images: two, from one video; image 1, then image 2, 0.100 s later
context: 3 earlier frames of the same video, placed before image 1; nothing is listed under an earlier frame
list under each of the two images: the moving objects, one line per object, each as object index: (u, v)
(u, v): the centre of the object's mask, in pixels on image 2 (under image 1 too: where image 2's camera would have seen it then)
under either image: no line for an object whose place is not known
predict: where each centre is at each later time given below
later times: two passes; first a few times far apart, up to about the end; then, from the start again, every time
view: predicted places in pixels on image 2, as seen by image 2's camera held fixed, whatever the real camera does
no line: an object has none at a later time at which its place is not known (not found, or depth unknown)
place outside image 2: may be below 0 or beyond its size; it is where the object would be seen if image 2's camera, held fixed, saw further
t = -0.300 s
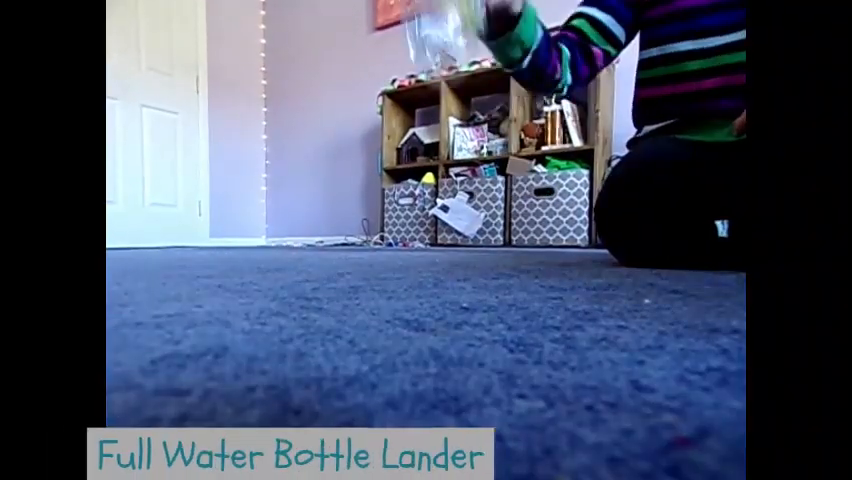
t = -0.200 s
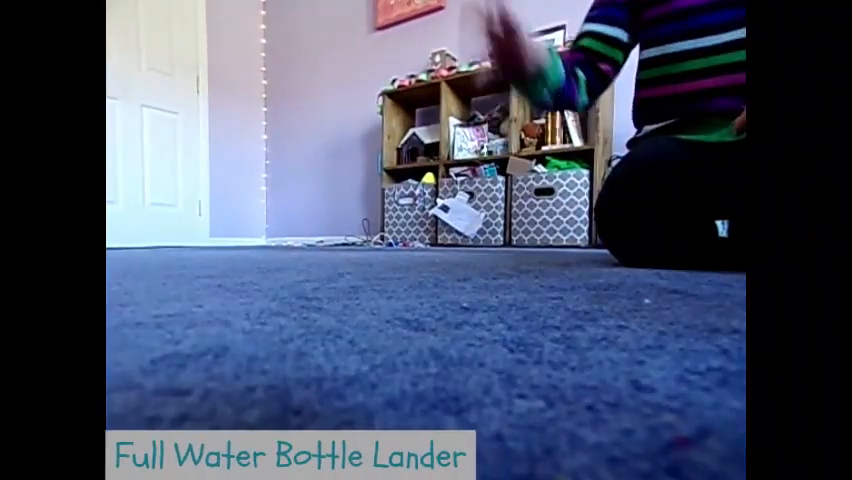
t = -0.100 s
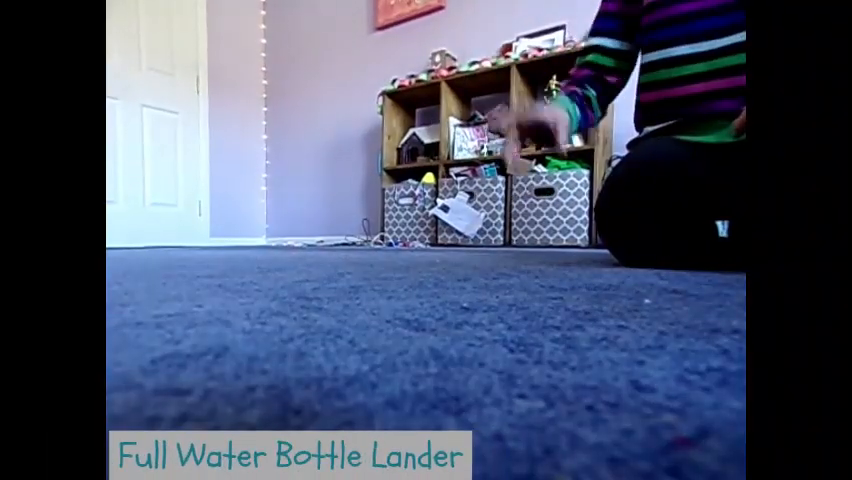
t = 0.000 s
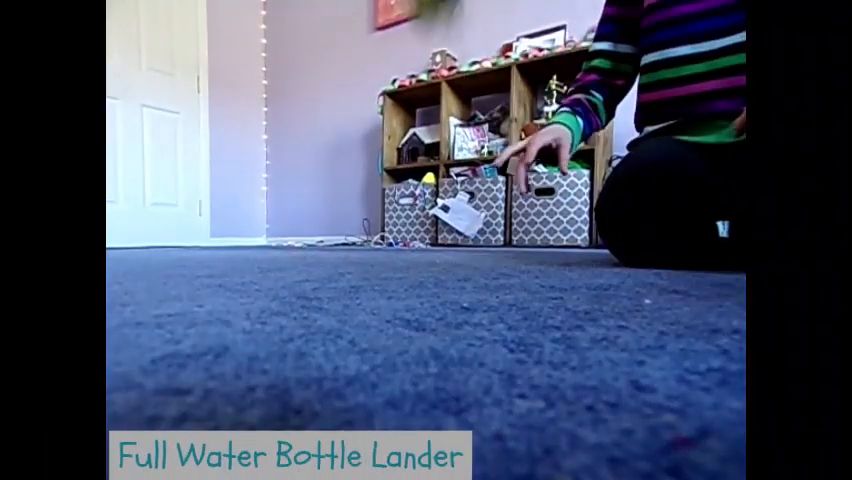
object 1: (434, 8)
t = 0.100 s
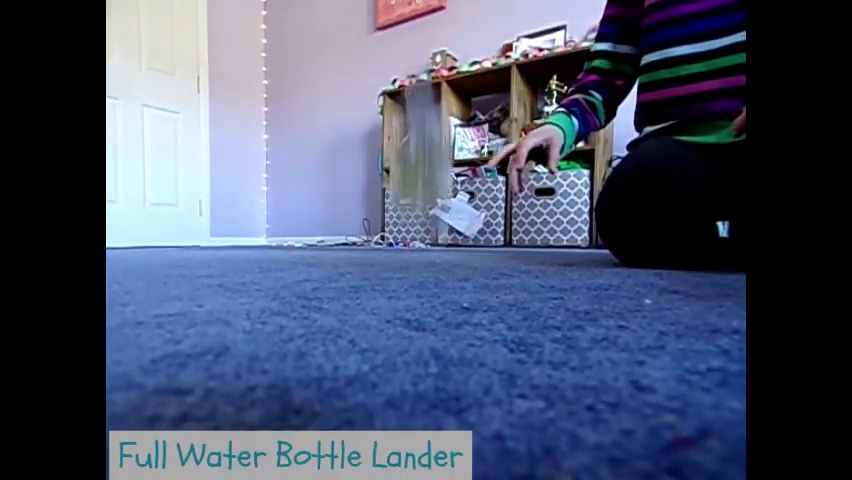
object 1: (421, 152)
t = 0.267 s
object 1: (399, 139)
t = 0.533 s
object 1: (363, 205)
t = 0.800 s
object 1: (385, 213)
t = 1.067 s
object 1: (379, 213)
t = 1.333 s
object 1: (379, 213)
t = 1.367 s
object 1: (374, 212)
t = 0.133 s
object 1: (418, 214)
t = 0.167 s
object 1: (412, 180)
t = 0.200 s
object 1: (407, 154)
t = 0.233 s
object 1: (403, 143)
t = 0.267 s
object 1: (399, 139)
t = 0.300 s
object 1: (394, 145)
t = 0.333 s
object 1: (388, 161)
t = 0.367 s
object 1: (383, 195)
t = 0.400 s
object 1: (378, 217)
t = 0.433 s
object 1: (375, 202)
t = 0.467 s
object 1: (371, 192)
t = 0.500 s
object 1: (367, 192)
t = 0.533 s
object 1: (363, 205)
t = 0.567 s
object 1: (361, 212)
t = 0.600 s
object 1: (363, 206)
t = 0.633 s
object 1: (366, 210)
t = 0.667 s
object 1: (372, 211)
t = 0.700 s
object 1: (381, 212)
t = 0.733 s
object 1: (386, 212)
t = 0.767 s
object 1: (387, 213)
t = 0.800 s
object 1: (385, 213)
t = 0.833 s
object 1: (381, 213)
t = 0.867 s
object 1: (378, 213)
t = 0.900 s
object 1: (377, 213)
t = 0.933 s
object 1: (379, 213)
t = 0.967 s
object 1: (380, 213)
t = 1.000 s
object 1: (379, 213)
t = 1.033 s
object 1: (379, 213)
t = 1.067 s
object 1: (379, 213)
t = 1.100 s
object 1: (379, 213)
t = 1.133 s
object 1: (379, 213)
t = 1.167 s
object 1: (379, 213)
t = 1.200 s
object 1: (379, 213)
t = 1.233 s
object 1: (379, 213)
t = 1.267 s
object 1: (379, 213)
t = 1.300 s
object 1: (379, 213)
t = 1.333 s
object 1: (379, 213)
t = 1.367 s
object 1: (374, 212)
